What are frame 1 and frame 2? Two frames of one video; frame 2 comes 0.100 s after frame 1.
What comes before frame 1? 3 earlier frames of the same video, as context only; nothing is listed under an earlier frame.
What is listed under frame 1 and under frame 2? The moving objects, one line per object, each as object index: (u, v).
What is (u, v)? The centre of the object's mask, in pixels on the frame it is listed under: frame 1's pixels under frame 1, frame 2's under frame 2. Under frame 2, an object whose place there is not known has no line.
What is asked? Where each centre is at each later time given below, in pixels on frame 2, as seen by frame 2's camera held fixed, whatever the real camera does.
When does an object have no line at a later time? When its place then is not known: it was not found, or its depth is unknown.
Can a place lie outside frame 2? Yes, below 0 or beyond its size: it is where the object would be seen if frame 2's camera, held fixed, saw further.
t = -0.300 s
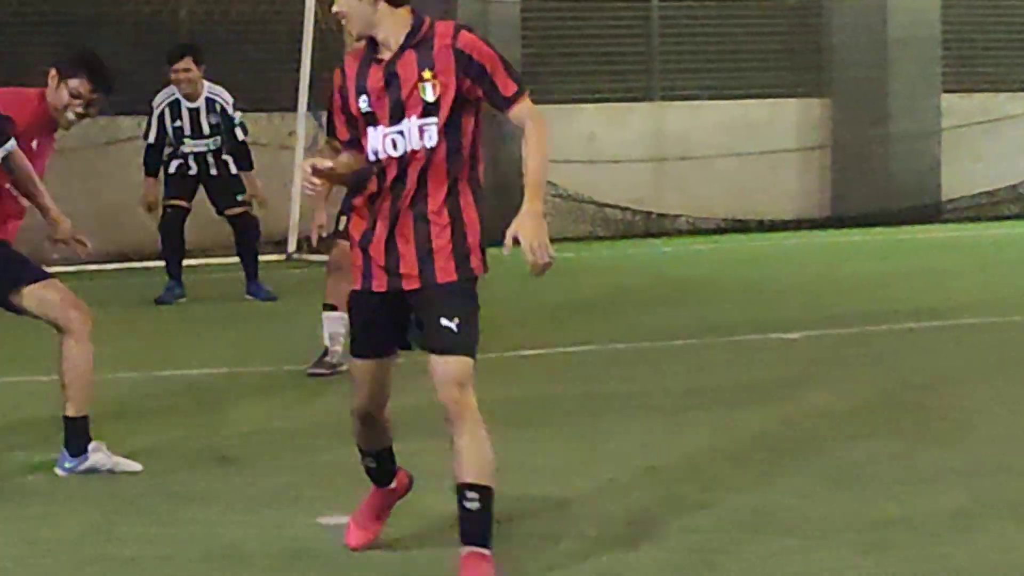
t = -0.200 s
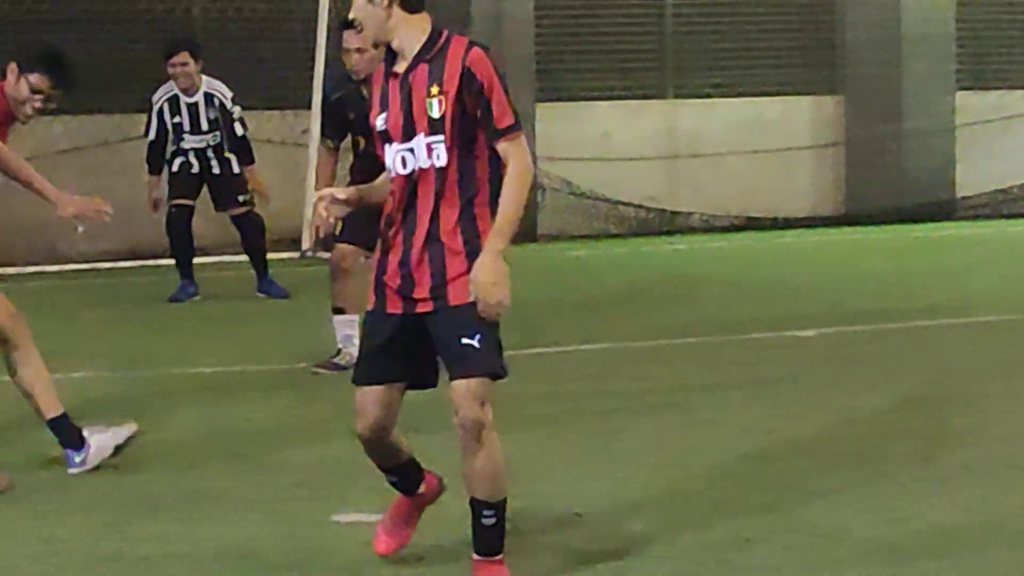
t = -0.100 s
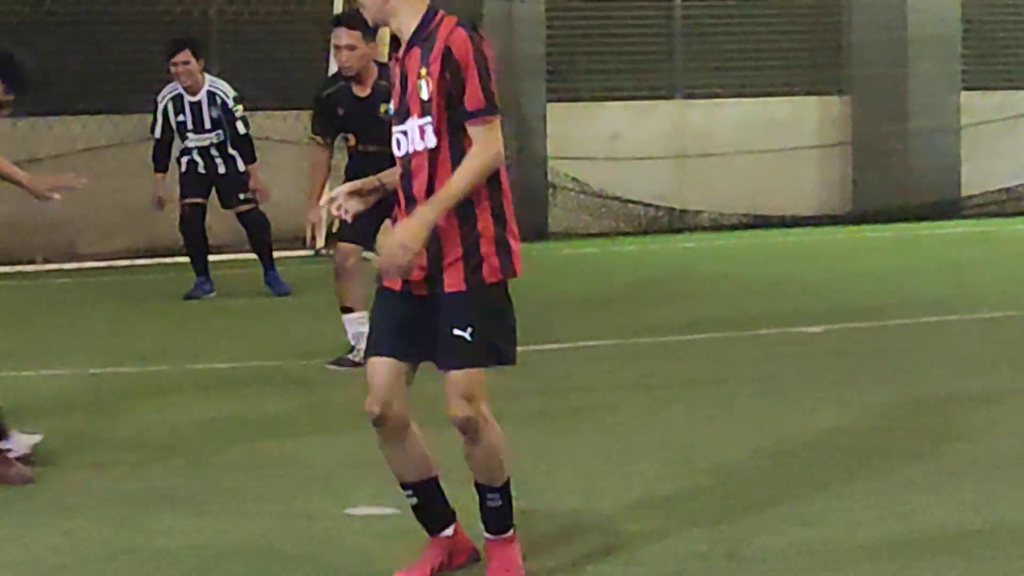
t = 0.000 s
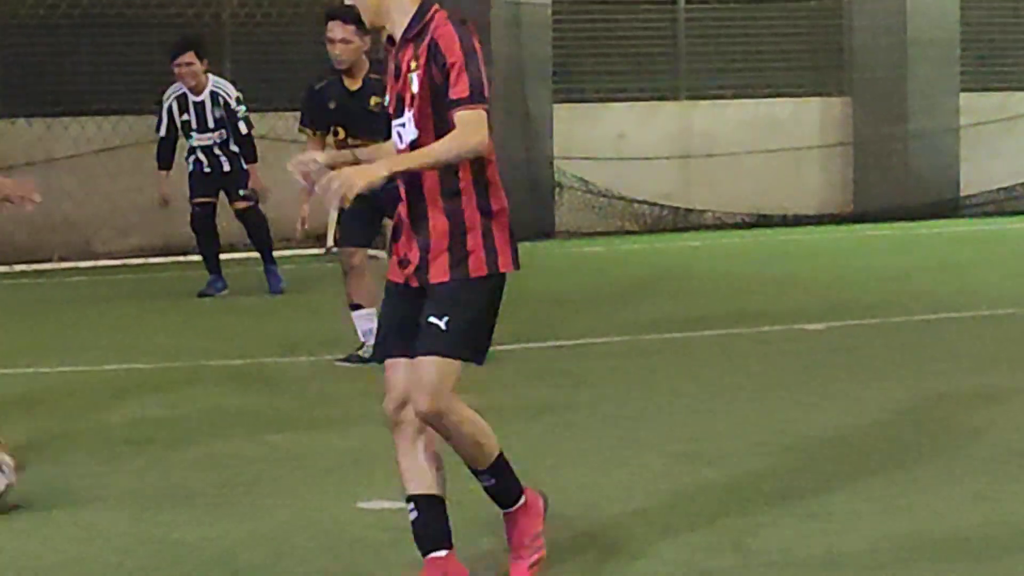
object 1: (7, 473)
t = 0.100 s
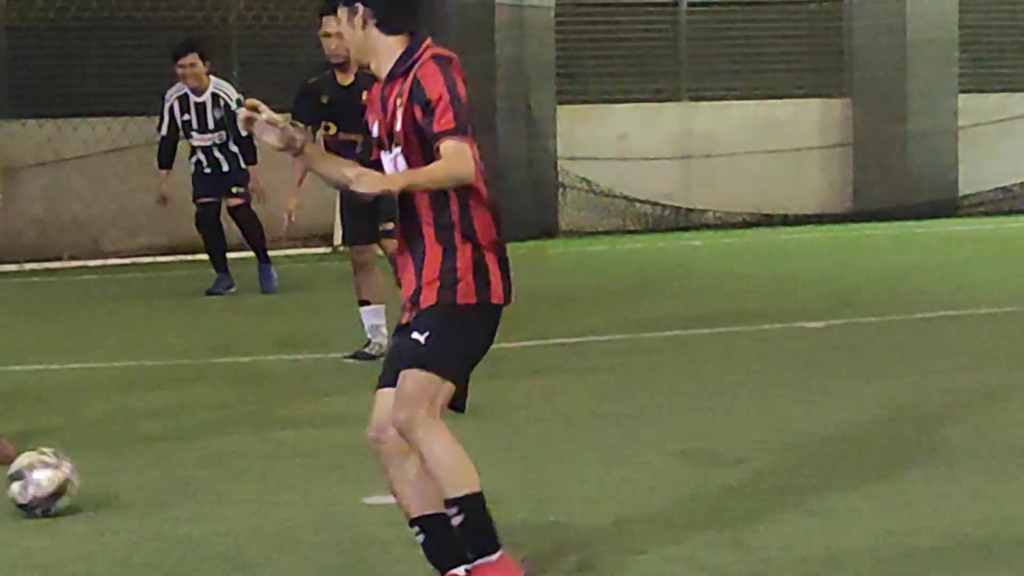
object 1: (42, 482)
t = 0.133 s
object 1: (54, 487)
